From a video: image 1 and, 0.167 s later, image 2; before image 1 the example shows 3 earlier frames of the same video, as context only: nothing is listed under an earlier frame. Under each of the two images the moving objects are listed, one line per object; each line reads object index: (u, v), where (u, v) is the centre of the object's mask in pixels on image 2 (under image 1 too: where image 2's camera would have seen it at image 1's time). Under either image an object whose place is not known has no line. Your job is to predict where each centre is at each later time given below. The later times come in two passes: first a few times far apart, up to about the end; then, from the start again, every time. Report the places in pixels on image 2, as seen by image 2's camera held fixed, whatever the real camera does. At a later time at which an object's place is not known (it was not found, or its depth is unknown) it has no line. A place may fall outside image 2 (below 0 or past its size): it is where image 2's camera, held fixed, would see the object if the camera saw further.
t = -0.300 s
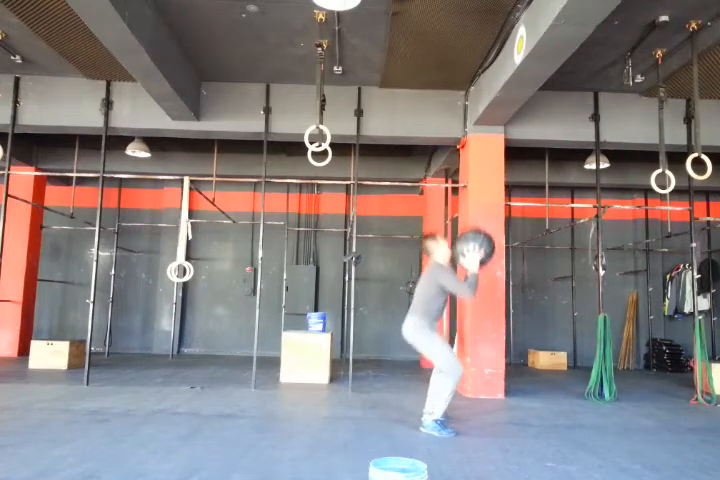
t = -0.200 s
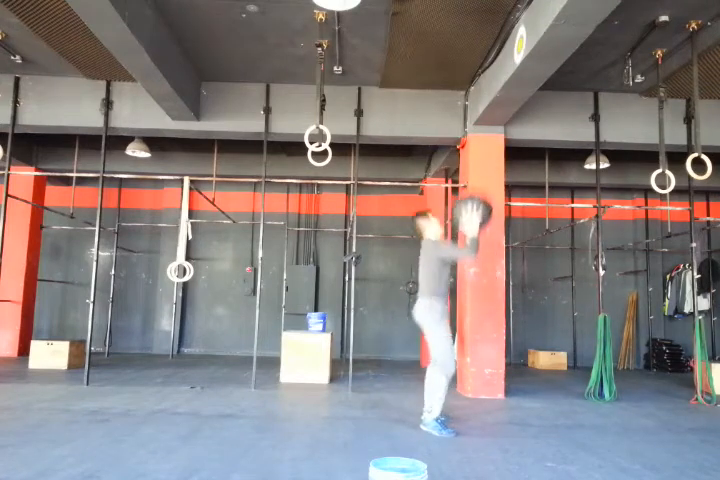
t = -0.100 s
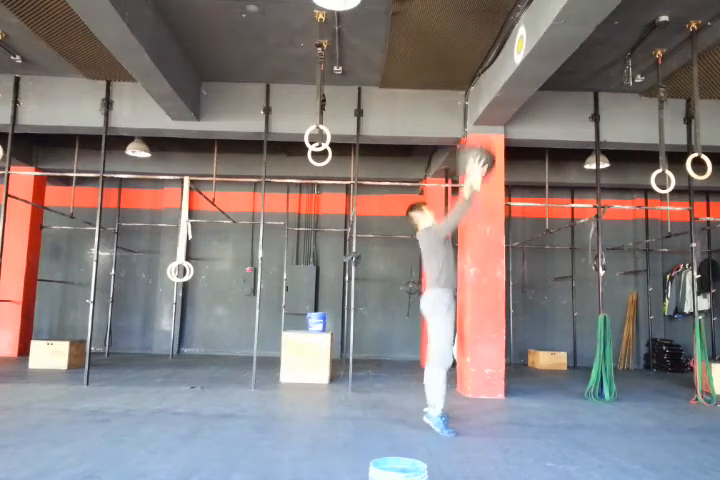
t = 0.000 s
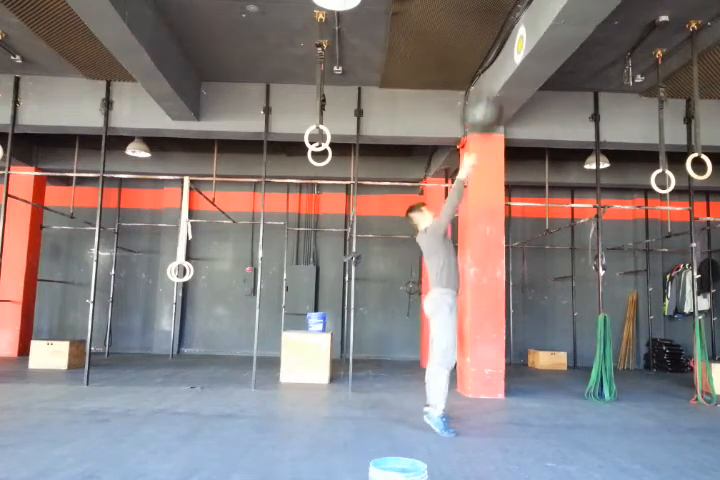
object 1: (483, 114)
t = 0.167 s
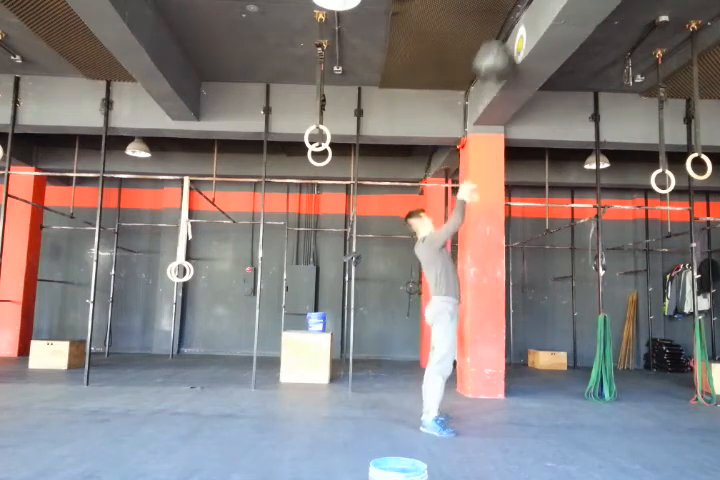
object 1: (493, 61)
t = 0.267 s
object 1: (500, 46)
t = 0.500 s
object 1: (499, 49)
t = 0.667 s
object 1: (490, 90)
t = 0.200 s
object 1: (496, 55)
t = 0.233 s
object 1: (498, 50)
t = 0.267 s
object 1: (500, 46)
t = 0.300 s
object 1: (502, 43)
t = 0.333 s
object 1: (503, 42)
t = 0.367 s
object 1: (503, 41)
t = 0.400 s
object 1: (502, 42)
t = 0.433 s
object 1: (501, 43)
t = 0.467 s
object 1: (500, 46)
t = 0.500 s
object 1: (499, 49)
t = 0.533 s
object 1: (497, 55)
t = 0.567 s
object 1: (496, 60)
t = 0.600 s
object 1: (495, 69)
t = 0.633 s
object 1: (492, 78)
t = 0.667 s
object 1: (490, 90)
